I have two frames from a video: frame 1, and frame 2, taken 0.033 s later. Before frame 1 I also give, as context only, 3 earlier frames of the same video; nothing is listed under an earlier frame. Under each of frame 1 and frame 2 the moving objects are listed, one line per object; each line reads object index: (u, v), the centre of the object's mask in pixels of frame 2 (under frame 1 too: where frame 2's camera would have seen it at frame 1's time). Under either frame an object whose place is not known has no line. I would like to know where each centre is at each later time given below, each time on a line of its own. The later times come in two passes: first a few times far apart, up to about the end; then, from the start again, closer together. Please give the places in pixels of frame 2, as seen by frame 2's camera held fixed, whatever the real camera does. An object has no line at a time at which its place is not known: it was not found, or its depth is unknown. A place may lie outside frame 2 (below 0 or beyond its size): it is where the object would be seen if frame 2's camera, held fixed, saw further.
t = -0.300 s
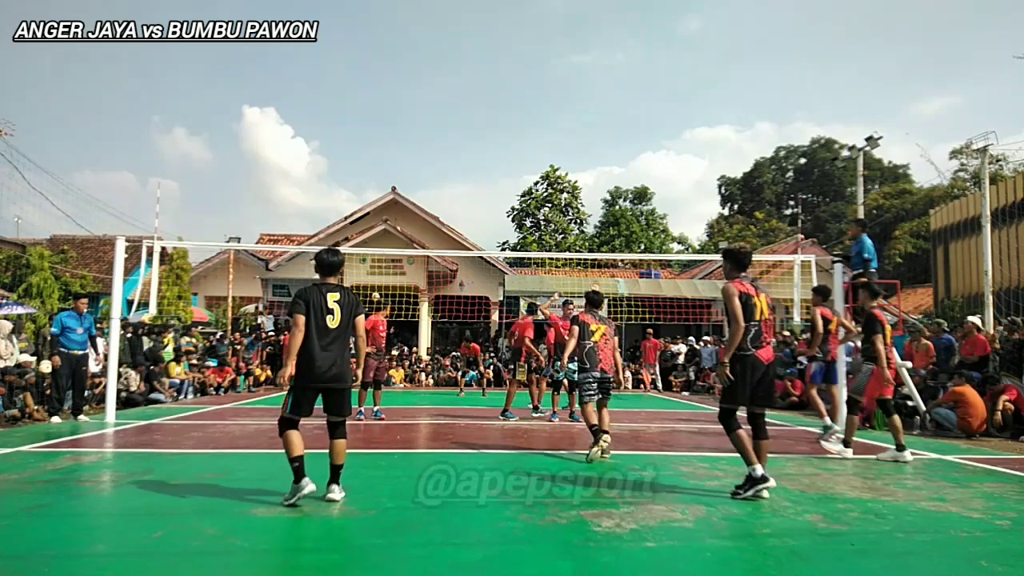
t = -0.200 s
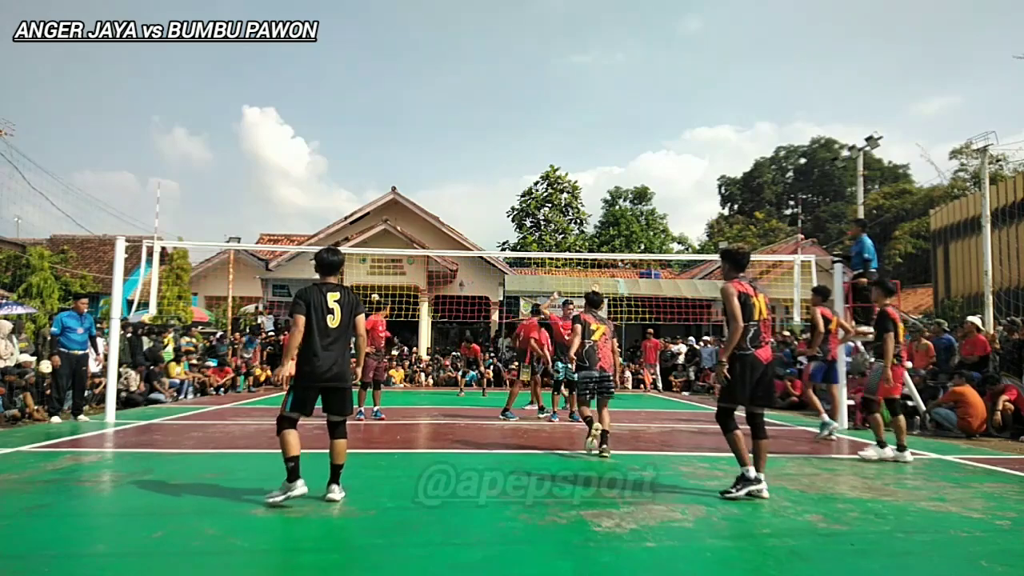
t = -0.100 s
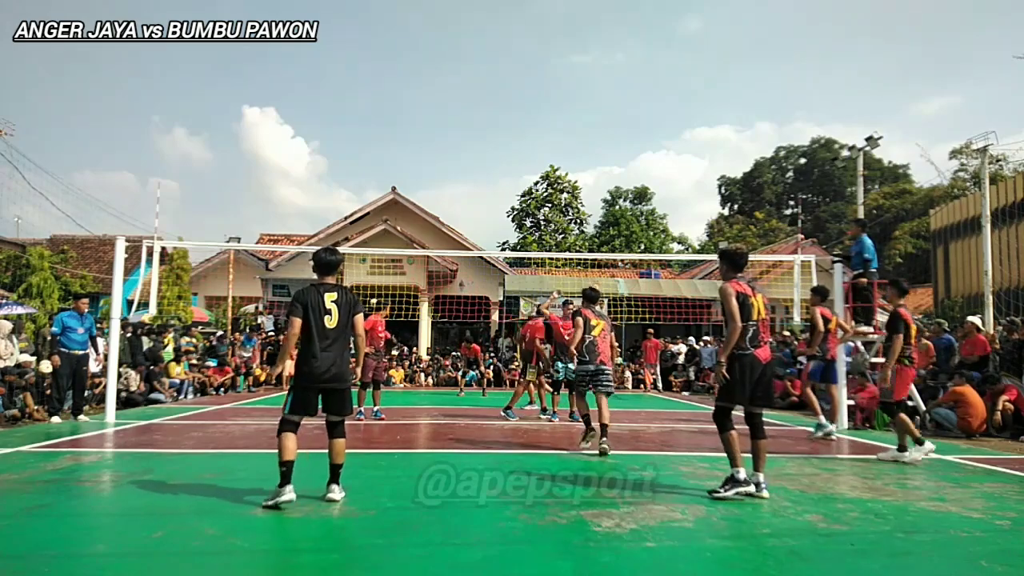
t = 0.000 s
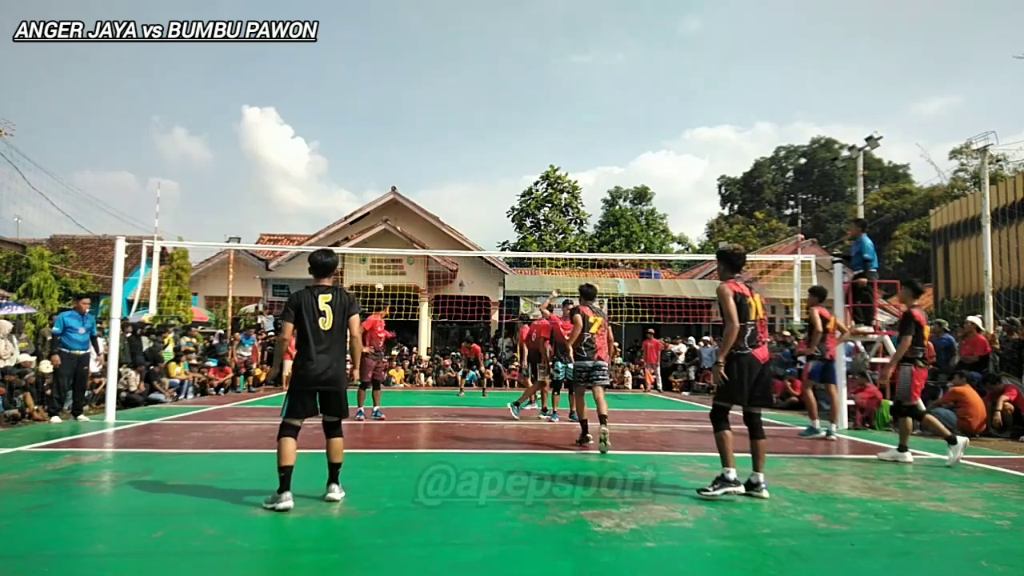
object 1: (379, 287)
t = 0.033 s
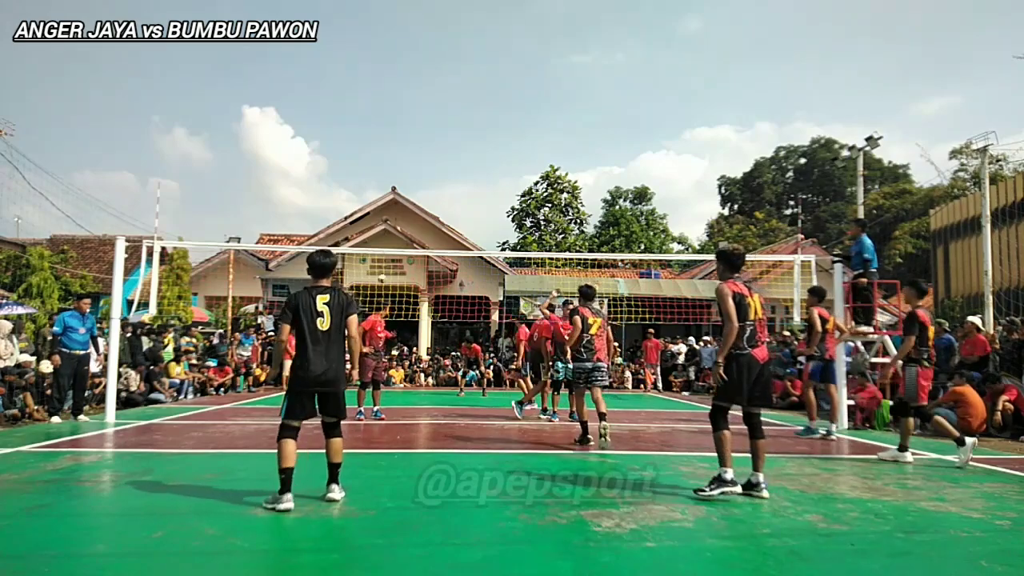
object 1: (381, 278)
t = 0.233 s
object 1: (404, 228)
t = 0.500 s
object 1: (451, 173)
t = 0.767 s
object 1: (530, 135)
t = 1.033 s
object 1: (673, 136)
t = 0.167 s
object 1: (395, 244)
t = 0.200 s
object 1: (400, 235)
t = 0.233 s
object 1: (404, 228)
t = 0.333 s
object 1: (418, 206)
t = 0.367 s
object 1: (425, 199)
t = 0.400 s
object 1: (431, 192)
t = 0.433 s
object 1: (437, 186)
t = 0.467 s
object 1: (444, 180)
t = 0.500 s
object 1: (451, 173)
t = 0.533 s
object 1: (459, 167)
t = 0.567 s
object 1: (467, 162)
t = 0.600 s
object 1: (476, 156)
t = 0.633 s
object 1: (486, 151)
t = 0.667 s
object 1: (495, 147)
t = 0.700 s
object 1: (506, 142)
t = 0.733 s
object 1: (518, 138)
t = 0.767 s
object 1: (530, 135)
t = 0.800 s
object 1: (544, 132)
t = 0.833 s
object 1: (558, 130)
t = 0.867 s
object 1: (574, 128)
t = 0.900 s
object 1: (591, 127)
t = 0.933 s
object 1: (609, 128)
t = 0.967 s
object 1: (628, 129)
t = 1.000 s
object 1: (650, 131)
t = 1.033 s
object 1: (673, 136)
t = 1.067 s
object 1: (696, 143)
